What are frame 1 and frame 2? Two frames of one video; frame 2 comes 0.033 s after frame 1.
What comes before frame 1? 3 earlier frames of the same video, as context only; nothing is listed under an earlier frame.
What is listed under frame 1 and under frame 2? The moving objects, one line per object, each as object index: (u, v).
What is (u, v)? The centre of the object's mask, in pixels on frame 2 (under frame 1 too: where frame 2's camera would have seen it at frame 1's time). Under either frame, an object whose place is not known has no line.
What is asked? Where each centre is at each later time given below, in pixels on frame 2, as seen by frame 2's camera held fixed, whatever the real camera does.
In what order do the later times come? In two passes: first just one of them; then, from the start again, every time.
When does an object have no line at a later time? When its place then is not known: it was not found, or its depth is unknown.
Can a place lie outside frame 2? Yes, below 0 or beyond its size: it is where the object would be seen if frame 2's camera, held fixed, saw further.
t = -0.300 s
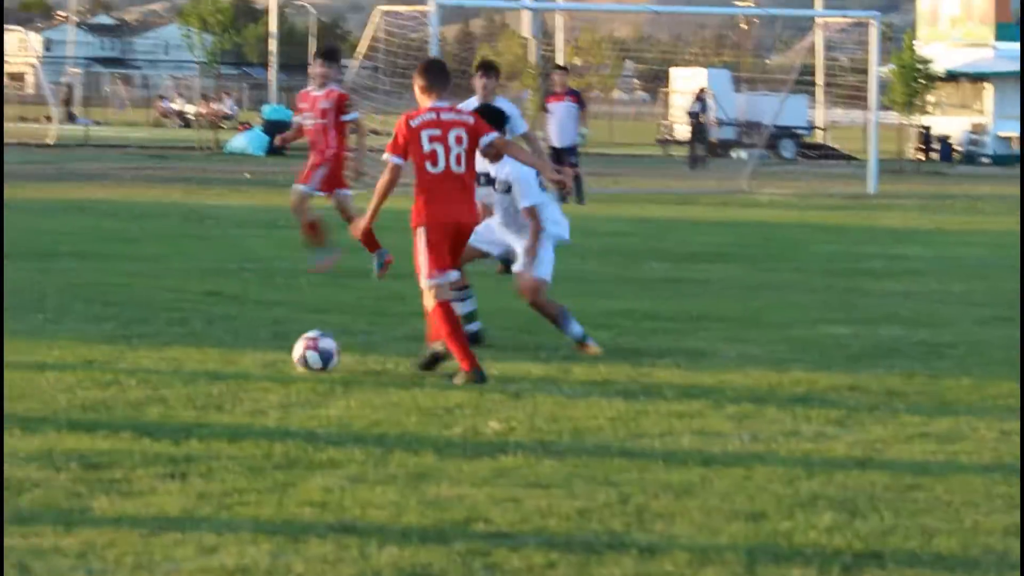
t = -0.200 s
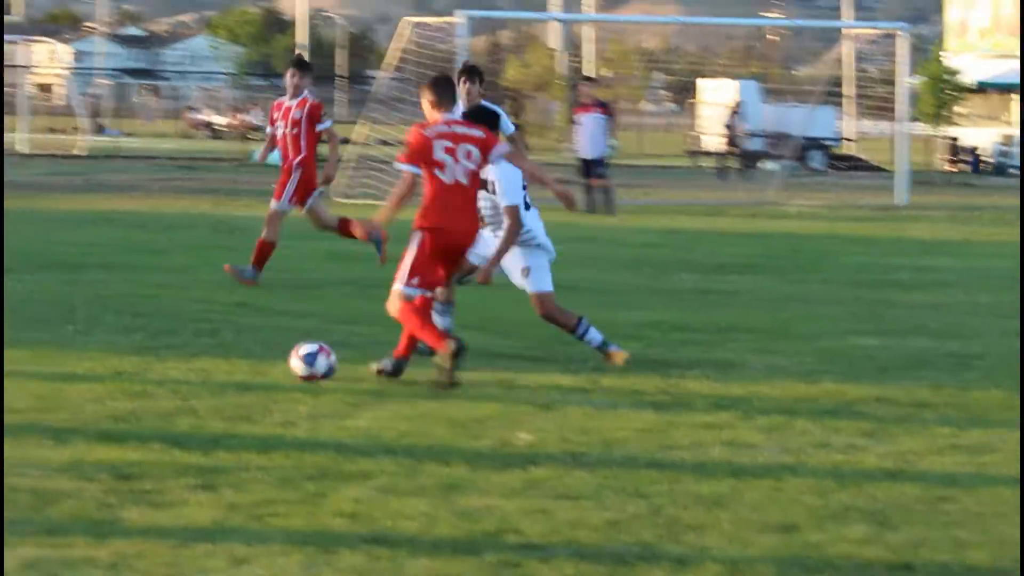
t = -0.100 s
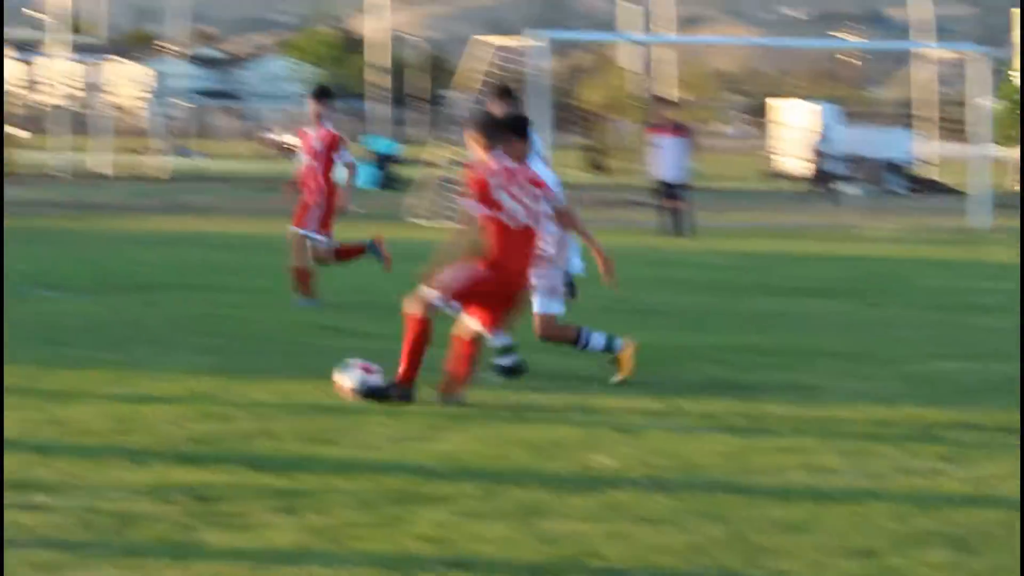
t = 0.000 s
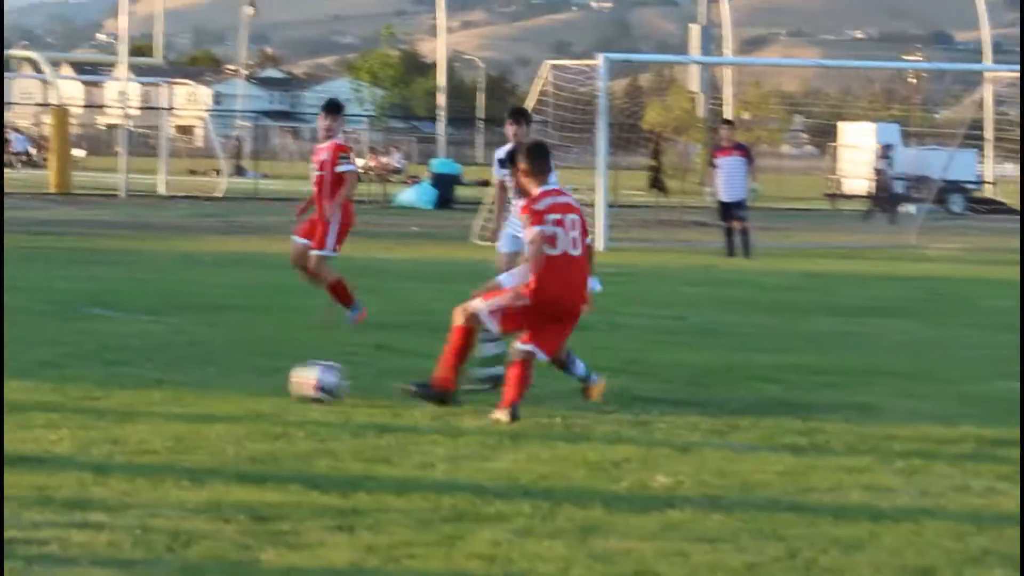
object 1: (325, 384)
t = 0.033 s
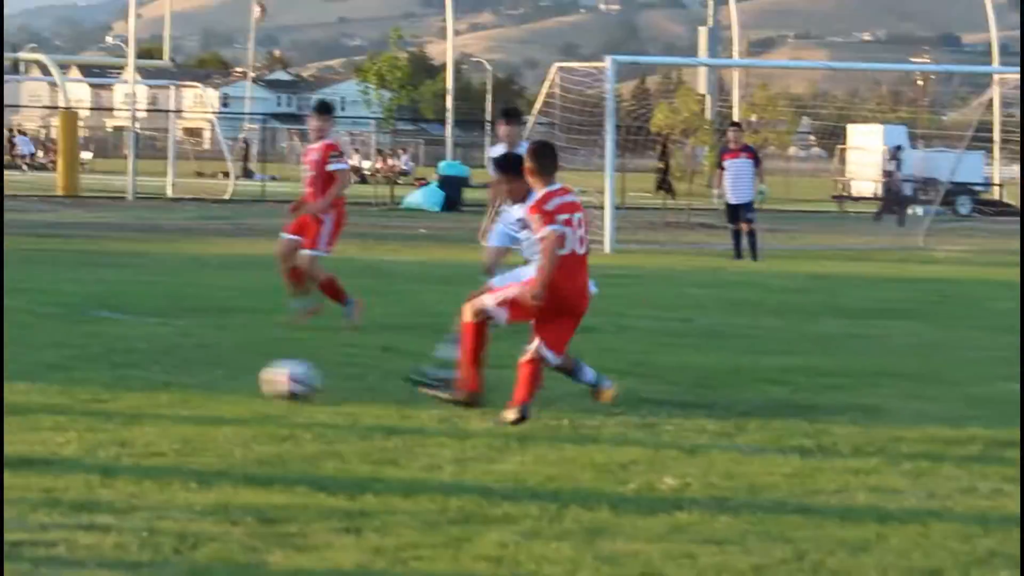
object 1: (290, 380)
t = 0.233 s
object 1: (115, 358)
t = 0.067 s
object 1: (256, 376)
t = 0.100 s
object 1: (222, 375)
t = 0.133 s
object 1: (192, 373)
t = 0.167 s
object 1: (162, 369)
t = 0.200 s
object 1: (138, 362)
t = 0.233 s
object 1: (115, 358)
